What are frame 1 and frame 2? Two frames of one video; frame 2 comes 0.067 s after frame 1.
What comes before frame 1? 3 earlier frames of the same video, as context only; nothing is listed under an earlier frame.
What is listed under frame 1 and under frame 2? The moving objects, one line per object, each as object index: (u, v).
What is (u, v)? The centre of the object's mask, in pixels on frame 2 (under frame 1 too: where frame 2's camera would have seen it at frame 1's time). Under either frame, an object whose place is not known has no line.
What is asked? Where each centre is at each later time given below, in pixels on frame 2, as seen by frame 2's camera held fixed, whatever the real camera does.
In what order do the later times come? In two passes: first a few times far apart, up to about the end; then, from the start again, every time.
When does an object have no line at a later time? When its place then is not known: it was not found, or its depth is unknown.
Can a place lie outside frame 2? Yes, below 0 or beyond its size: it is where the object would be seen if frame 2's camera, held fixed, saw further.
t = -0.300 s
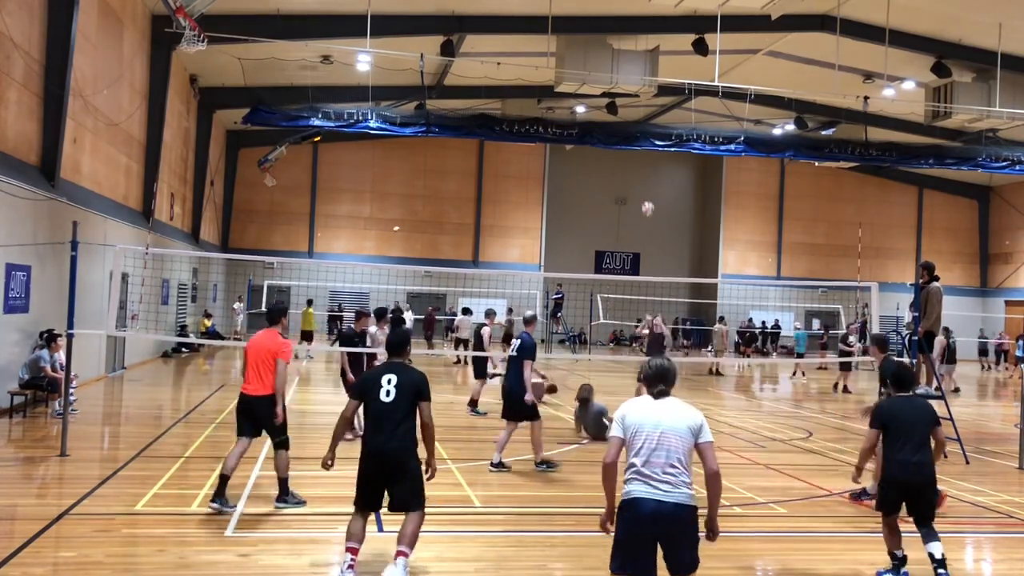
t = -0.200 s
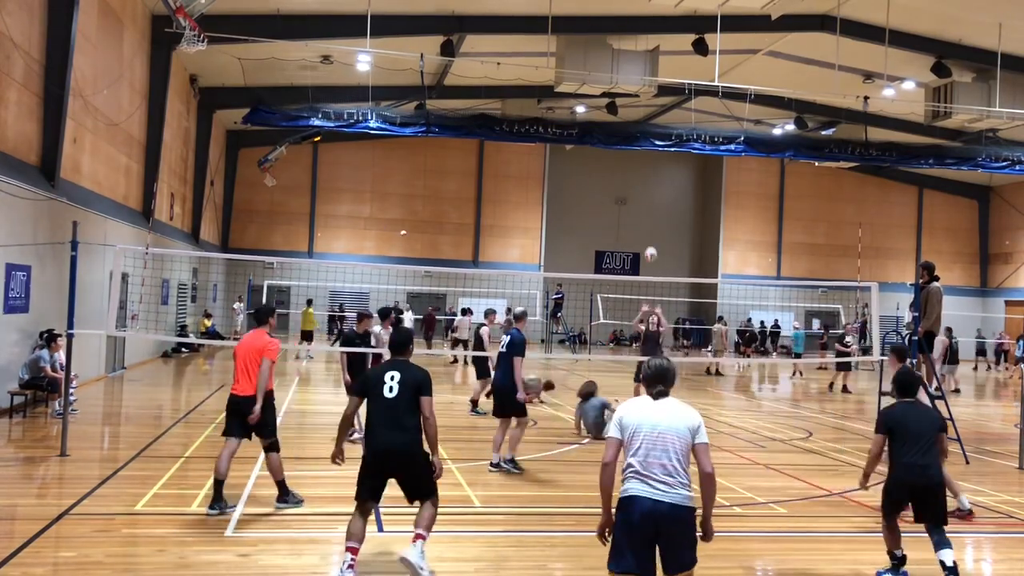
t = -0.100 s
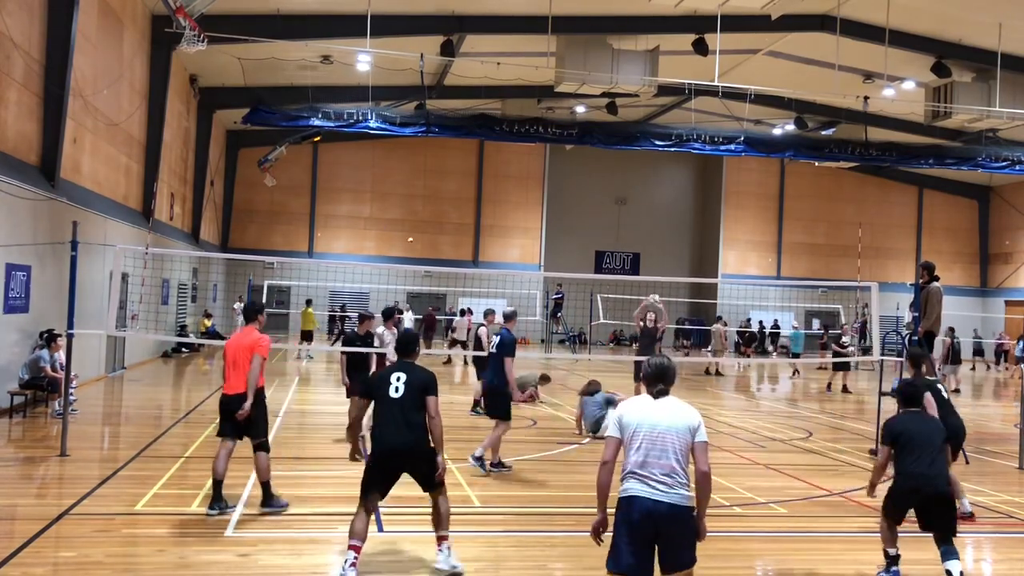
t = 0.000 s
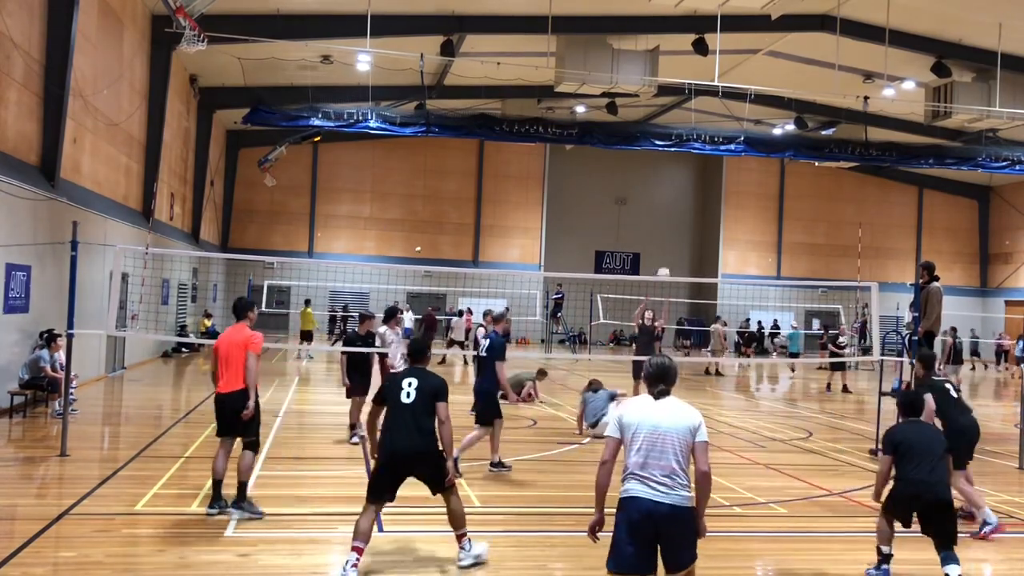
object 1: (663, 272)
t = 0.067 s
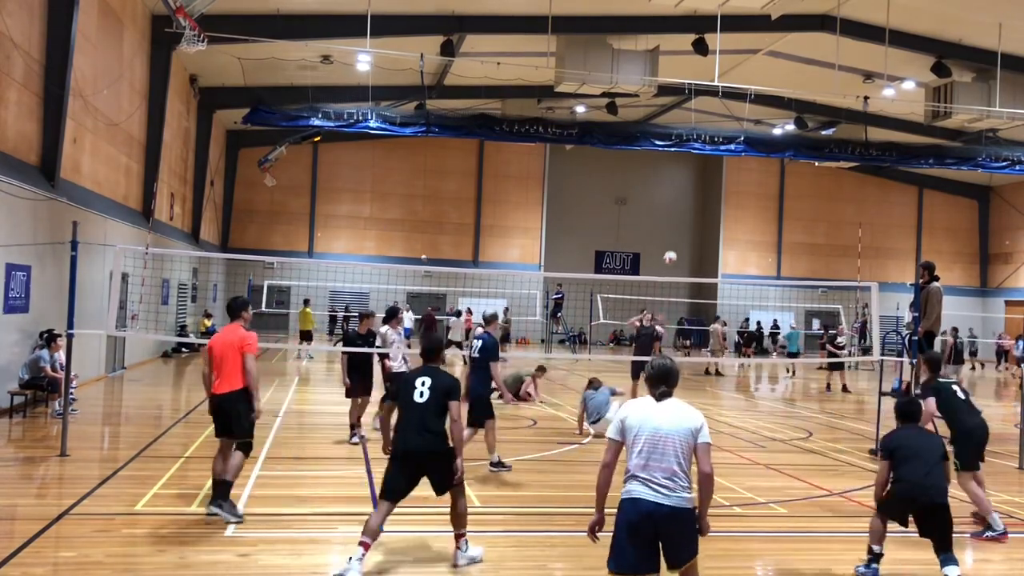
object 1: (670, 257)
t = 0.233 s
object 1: (687, 226)
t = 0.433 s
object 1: (708, 209)
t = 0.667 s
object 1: (734, 220)
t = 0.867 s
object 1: (757, 263)
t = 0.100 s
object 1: (673, 249)
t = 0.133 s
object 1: (676, 242)
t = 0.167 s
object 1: (680, 237)
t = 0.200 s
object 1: (683, 231)
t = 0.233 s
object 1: (687, 226)
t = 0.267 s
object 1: (690, 222)
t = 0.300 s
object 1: (694, 218)
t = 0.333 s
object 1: (697, 215)
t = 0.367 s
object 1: (701, 212)
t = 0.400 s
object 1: (704, 210)
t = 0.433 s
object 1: (708, 209)
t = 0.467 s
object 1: (711, 209)
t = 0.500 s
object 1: (714, 209)
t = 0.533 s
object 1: (718, 210)
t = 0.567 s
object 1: (722, 211)
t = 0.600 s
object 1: (726, 213)
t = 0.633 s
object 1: (730, 217)
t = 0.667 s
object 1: (734, 220)
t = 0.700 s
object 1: (738, 225)
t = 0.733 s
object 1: (742, 230)
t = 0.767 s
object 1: (746, 238)
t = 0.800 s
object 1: (750, 245)
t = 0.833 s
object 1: (754, 253)
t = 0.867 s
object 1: (757, 263)
